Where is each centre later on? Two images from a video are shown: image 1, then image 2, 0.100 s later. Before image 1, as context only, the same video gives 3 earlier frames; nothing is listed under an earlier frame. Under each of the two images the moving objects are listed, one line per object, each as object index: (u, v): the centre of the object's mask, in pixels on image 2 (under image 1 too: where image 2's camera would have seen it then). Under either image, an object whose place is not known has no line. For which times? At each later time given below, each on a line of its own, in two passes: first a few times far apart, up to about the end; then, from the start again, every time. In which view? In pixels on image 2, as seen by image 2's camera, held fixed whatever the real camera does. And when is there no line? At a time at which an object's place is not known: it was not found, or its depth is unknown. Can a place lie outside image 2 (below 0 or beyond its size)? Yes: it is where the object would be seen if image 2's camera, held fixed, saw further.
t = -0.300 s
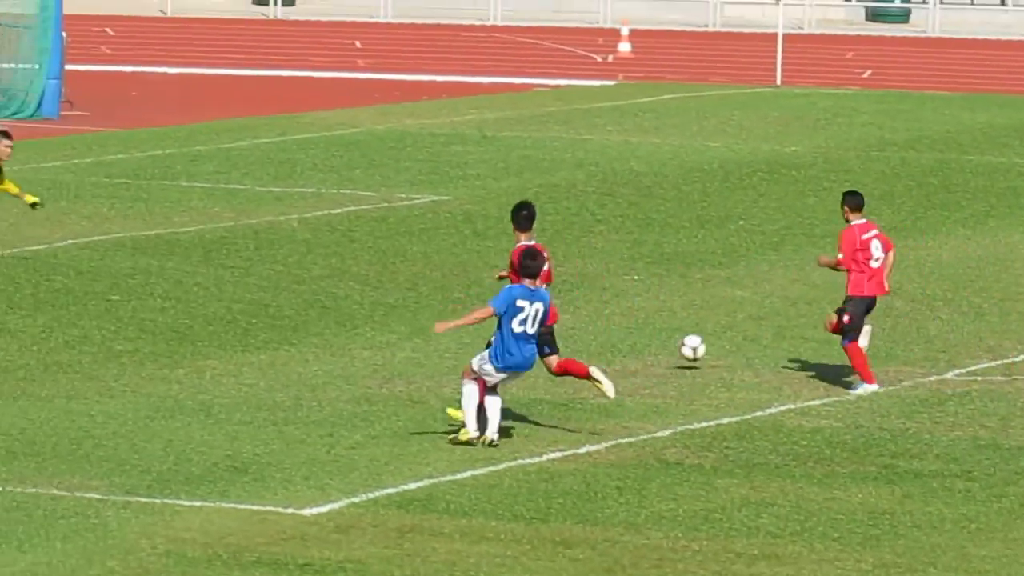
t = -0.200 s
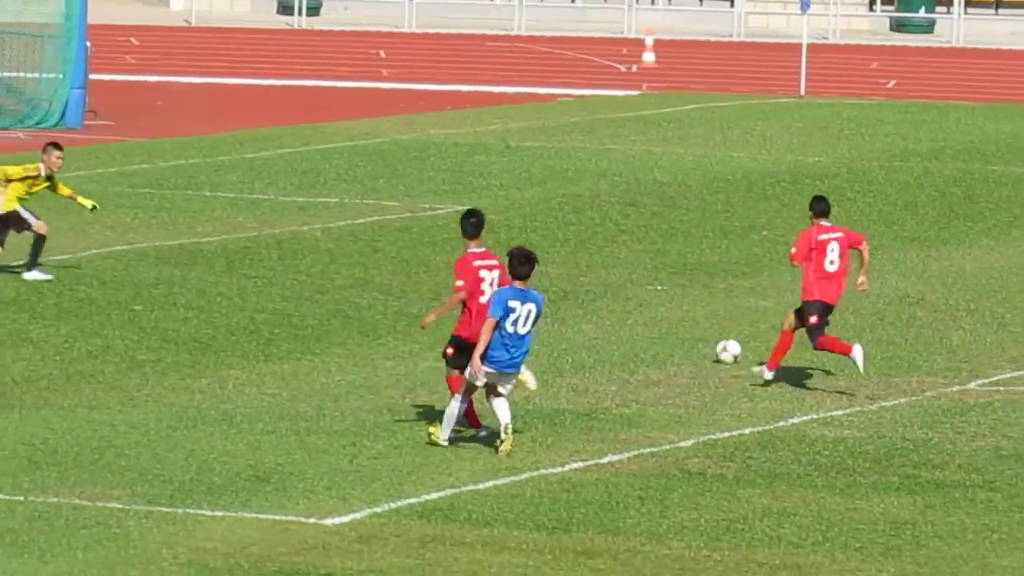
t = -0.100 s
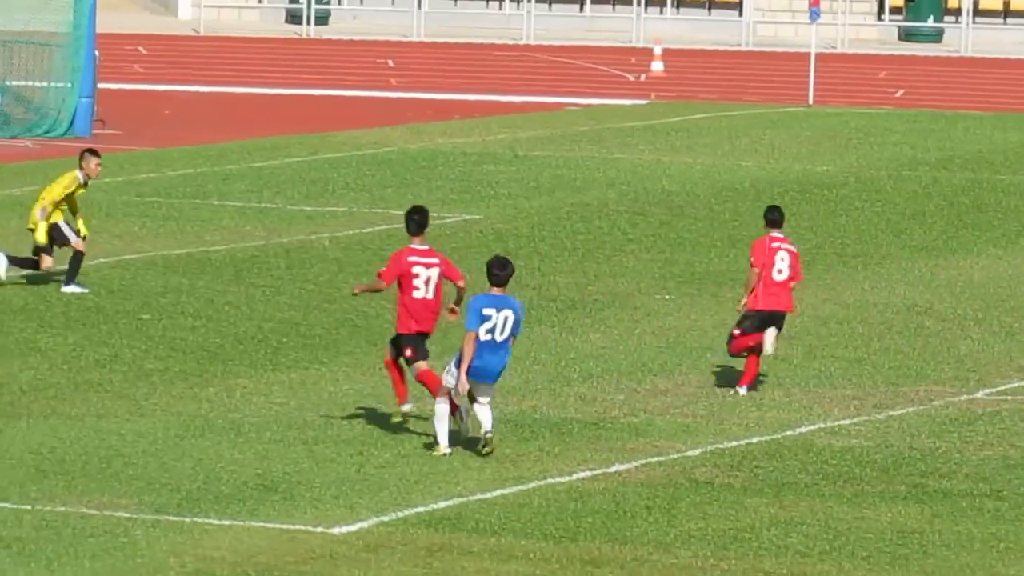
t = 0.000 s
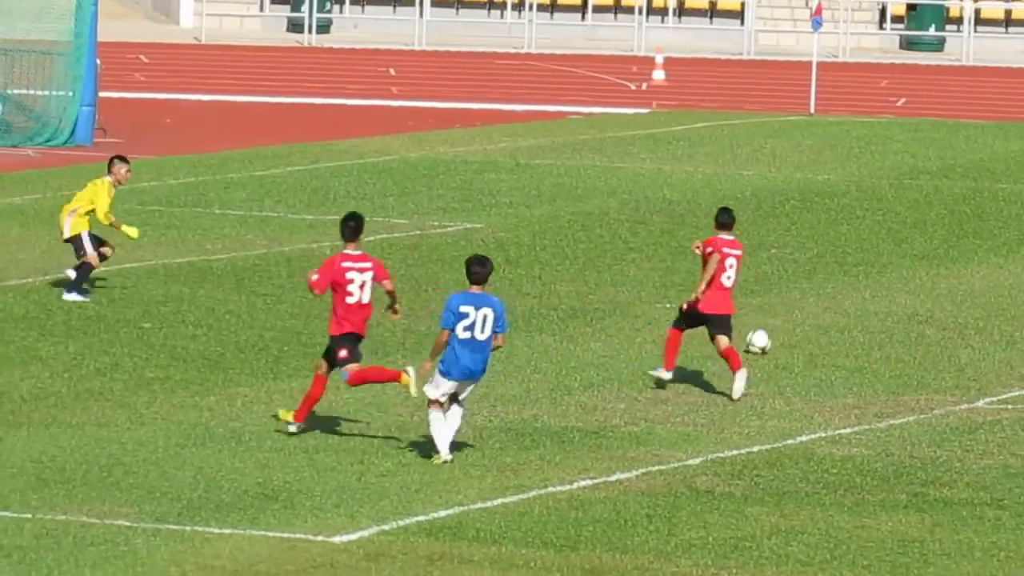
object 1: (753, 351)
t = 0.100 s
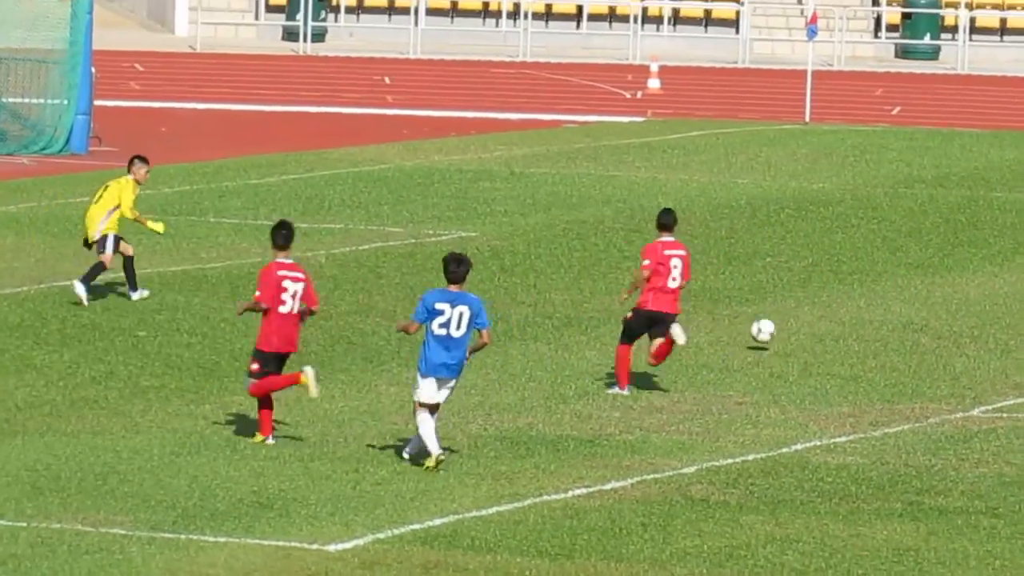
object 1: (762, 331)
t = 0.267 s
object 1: (780, 321)
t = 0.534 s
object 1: (795, 300)
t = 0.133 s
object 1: (766, 326)
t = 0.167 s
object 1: (769, 322)
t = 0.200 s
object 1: (773, 320)
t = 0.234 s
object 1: (777, 320)
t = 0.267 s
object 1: (780, 321)
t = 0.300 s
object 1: (784, 321)
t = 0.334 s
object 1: (785, 315)
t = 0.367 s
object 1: (787, 310)
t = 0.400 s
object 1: (789, 305)
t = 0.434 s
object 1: (791, 302)
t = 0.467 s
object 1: (792, 300)
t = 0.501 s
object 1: (794, 299)
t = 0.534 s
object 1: (795, 300)
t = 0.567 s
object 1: (797, 299)
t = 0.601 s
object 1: (799, 295)
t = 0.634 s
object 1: (800, 290)
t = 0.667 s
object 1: (801, 287)
